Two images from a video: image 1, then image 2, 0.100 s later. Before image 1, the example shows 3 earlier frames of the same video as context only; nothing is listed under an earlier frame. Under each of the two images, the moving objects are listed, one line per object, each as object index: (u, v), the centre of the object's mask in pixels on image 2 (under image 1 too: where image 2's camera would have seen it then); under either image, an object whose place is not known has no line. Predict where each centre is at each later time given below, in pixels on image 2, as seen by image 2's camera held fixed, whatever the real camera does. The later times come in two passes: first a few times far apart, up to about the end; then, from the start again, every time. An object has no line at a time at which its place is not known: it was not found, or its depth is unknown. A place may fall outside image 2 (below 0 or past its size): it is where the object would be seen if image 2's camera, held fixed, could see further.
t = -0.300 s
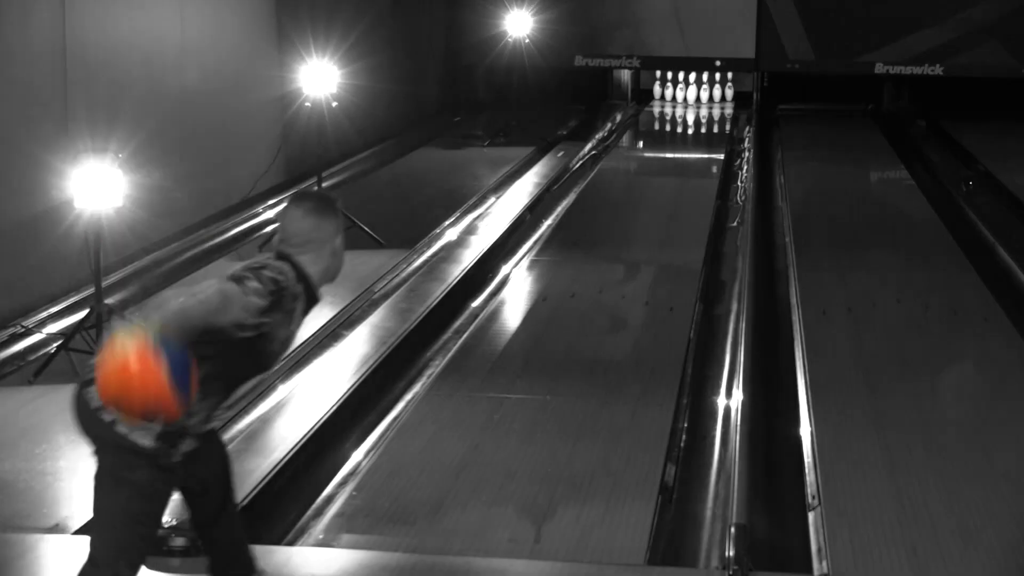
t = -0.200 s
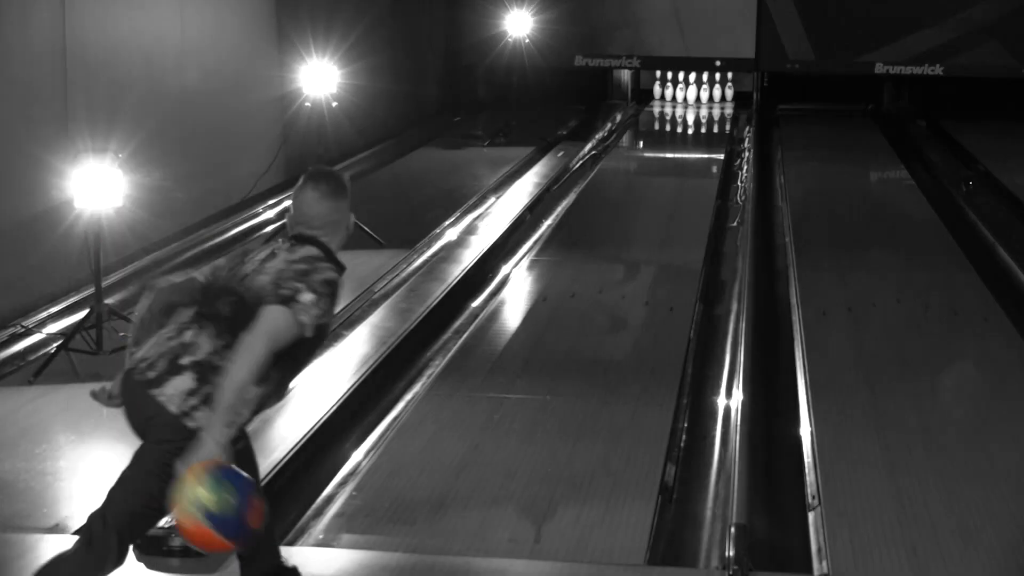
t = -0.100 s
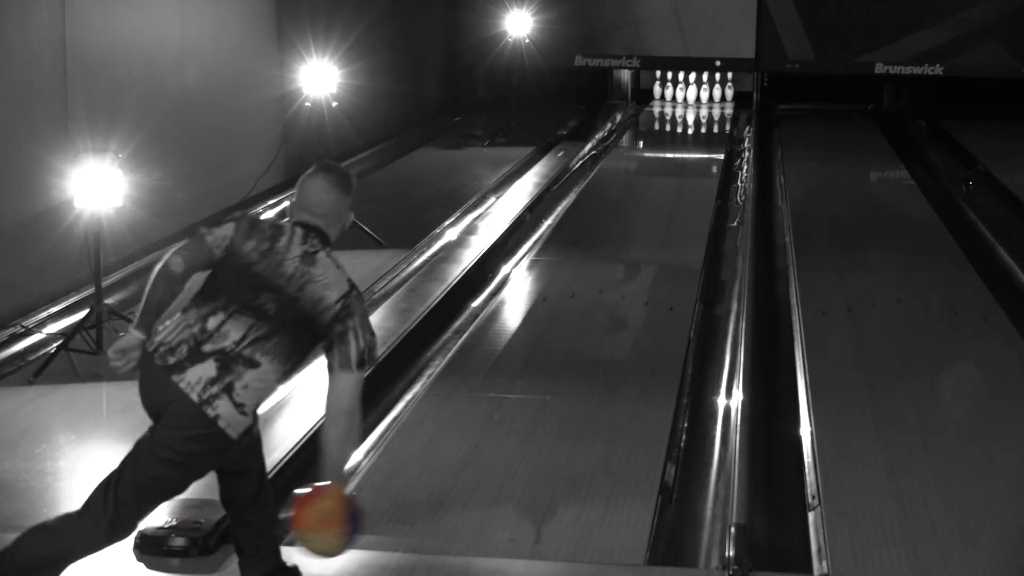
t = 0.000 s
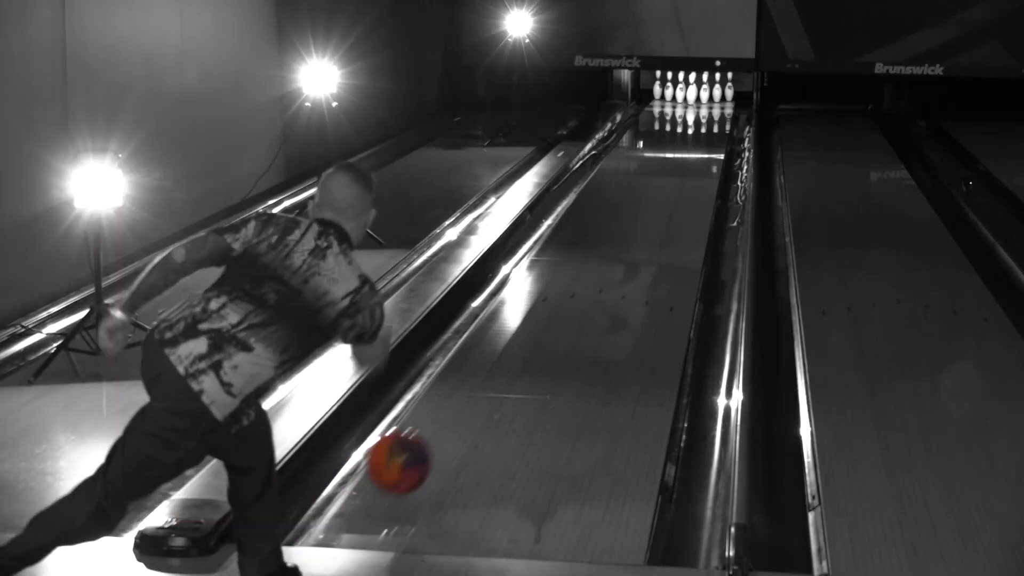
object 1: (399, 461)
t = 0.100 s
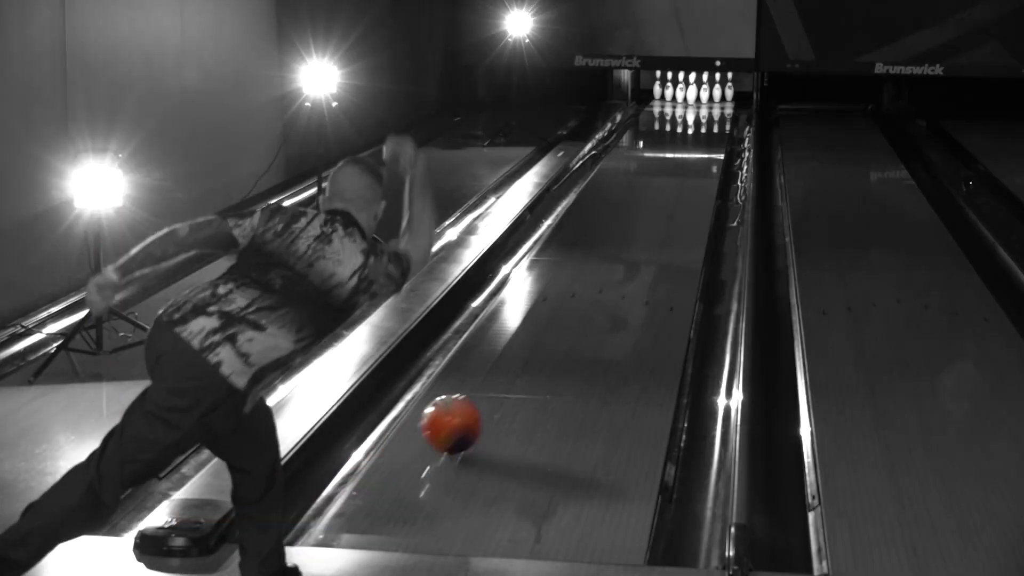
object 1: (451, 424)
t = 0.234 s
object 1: (506, 369)
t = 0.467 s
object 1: (576, 295)
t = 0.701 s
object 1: (623, 245)
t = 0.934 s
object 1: (658, 207)
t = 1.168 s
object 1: (683, 178)
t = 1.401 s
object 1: (702, 156)
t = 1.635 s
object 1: (713, 137)
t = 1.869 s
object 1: (717, 122)
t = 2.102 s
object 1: (712, 110)
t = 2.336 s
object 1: (701, 100)
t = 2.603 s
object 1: (696, 93)
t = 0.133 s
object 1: (466, 410)
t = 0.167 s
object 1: (480, 396)
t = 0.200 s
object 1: (494, 382)
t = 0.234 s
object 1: (506, 369)
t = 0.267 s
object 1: (518, 357)
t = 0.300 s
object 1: (530, 346)
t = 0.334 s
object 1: (540, 332)
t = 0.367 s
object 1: (550, 323)
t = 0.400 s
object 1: (559, 313)
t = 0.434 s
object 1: (567, 304)
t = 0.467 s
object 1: (576, 295)
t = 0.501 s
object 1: (584, 287)
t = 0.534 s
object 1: (591, 280)
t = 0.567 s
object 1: (597, 272)
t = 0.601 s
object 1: (605, 264)
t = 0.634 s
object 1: (612, 257)
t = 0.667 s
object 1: (618, 251)
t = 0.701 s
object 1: (623, 245)
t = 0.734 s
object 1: (629, 239)
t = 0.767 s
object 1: (634, 233)
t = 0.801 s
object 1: (639, 228)
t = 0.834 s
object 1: (644, 222)
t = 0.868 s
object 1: (649, 217)
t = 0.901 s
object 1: (653, 212)
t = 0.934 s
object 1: (658, 207)
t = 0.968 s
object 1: (662, 202)
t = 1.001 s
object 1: (666, 198)
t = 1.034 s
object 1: (669, 194)
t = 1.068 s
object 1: (673, 190)
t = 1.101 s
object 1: (677, 185)
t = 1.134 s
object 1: (680, 183)
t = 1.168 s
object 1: (683, 178)
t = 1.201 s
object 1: (686, 175)
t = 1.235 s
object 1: (689, 172)
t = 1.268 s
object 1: (692, 169)
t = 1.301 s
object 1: (695, 165)
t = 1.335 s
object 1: (698, 162)
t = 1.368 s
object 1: (701, 159)
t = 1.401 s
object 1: (702, 156)
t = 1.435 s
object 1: (704, 153)
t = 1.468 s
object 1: (706, 150)
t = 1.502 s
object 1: (707, 147)
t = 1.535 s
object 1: (709, 144)
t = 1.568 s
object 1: (711, 142)
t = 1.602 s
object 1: (712, 140)
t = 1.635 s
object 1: (713, 137)
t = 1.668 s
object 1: (714, 135)
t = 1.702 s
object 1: (715, 133)
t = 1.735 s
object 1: (716, 130)
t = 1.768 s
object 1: (716, 128)
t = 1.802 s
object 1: (717, 126)
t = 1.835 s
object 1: (717, 124)
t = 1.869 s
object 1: (717, 122)
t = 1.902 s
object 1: (716, 120)
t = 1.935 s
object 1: (716, 119)
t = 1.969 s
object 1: (716, 117)
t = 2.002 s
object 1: (715, 116)
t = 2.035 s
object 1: (714, 114)
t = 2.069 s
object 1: (713, 112)
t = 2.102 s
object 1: (712, 110)
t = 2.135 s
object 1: (711, 109)
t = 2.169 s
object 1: (709, 107)
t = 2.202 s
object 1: (708, 106)
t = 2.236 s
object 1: (706, 105)
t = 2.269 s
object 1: (704, 103)
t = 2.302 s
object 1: (702, 102)
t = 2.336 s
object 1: (701, 100)
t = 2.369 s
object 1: (700, 99)
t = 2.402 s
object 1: (697, 98)
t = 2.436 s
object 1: (697, 96)
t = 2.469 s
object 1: (698, 95)
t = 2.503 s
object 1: (696, 95)
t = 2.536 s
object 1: (695, 94)
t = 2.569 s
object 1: (695, 93)
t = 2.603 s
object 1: (696, 93)
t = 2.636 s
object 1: (696, 94)
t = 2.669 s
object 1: (695, 92)
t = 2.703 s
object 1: (694, 92)
